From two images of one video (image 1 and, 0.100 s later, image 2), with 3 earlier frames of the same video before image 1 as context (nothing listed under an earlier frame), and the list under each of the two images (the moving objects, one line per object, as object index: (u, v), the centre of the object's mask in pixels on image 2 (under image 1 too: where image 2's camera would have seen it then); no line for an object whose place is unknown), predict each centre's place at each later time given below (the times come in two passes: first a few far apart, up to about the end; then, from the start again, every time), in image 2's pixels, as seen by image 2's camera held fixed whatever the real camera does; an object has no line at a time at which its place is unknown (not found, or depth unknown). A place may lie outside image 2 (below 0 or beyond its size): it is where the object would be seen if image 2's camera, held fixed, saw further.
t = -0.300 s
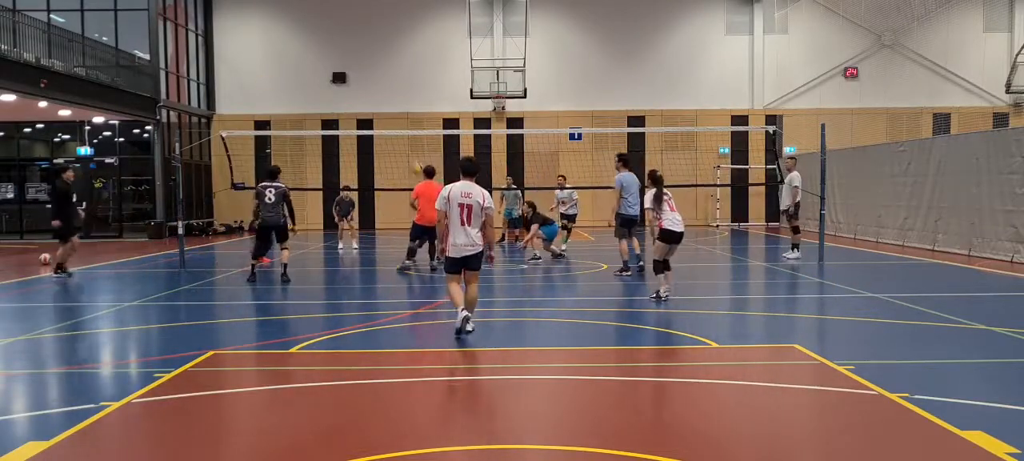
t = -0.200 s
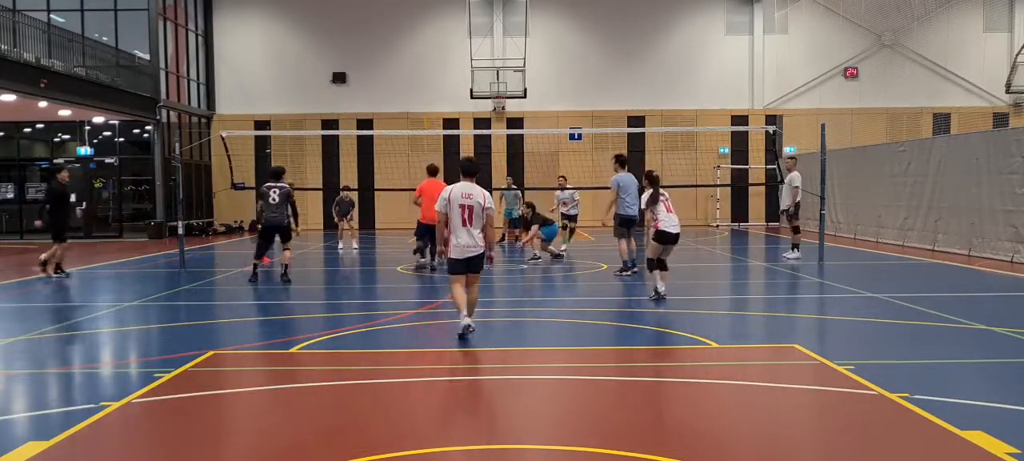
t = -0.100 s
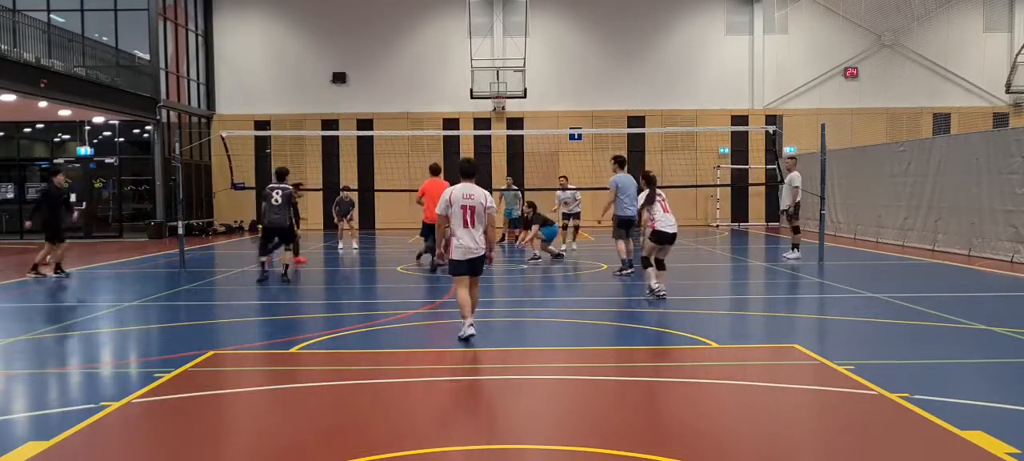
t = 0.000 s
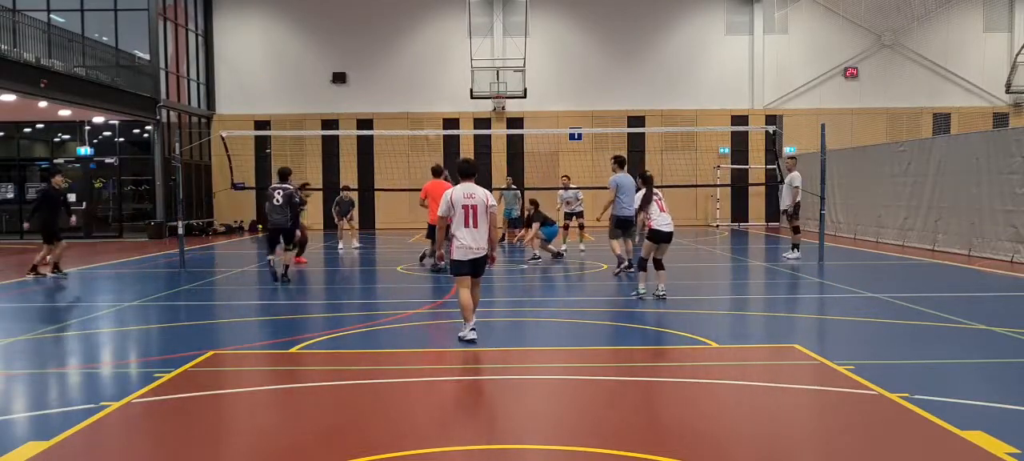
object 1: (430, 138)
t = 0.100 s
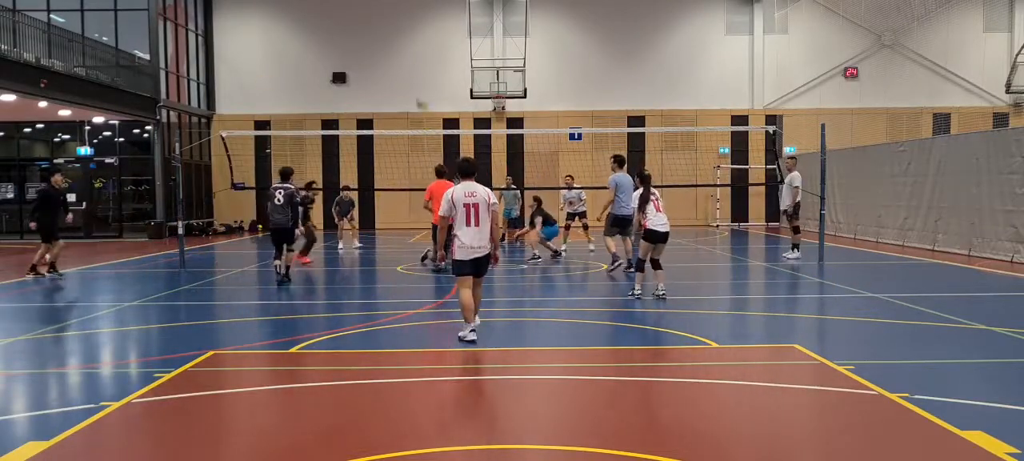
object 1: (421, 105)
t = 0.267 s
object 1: (410, 61)
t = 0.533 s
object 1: (390, 26)
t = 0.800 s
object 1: (372, 31)
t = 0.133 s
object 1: (420, 95)
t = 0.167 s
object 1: (417, 84)
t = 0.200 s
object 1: (415, 75)
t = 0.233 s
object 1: (413, 69)
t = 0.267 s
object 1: (410, 61)
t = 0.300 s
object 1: (408, 55)
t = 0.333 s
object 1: (404, 47)
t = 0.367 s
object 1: (402, 43)
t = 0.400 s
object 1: (400, 38)
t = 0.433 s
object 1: (398, 35)
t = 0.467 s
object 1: (396, 32)
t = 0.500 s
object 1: (394, 29)
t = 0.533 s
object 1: (390, 26)
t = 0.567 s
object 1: (388, 26)
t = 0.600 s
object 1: (386, 25)
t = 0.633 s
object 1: (383, 23)
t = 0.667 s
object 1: (381, 24)
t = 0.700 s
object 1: (379, 25)
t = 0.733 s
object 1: (376, 26)
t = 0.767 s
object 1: (374, 28)
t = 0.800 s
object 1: (372, 31)
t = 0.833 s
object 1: (370, 33)
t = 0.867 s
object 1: (368, 37)
